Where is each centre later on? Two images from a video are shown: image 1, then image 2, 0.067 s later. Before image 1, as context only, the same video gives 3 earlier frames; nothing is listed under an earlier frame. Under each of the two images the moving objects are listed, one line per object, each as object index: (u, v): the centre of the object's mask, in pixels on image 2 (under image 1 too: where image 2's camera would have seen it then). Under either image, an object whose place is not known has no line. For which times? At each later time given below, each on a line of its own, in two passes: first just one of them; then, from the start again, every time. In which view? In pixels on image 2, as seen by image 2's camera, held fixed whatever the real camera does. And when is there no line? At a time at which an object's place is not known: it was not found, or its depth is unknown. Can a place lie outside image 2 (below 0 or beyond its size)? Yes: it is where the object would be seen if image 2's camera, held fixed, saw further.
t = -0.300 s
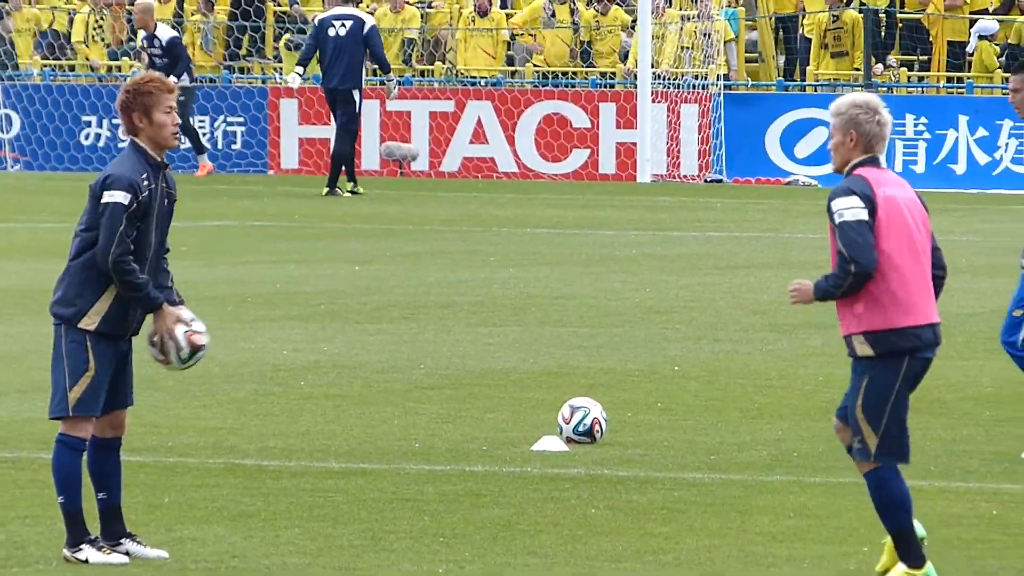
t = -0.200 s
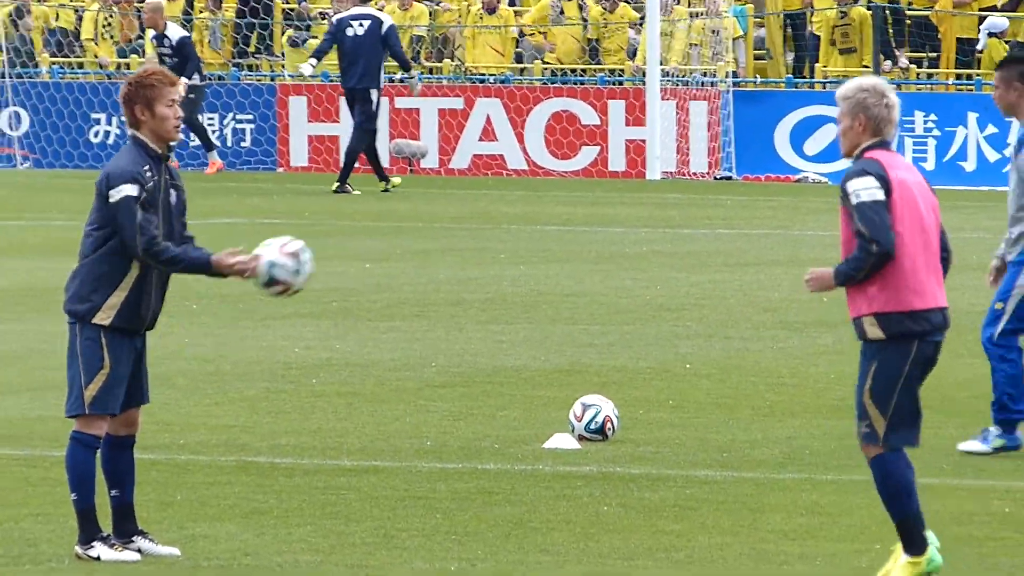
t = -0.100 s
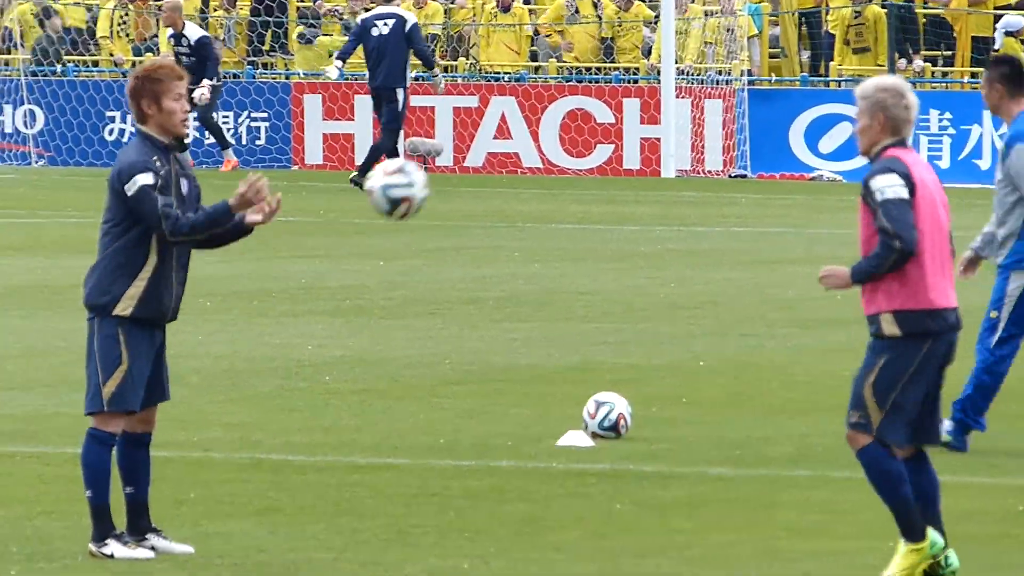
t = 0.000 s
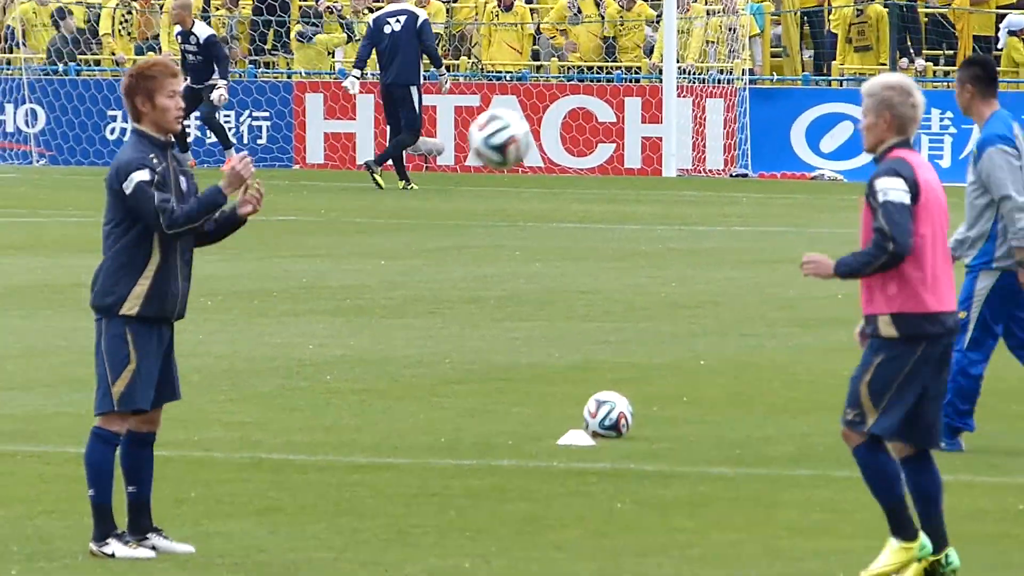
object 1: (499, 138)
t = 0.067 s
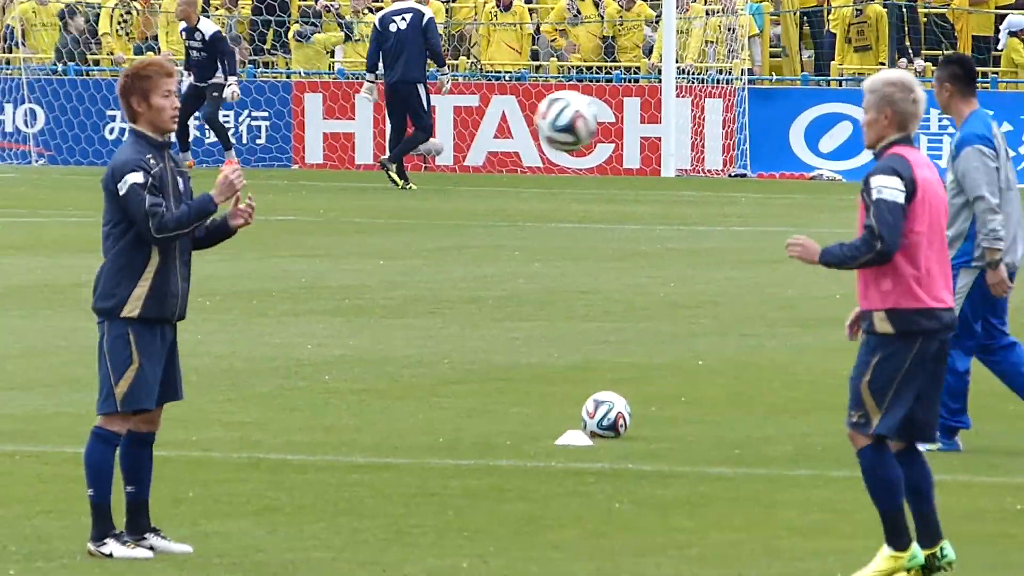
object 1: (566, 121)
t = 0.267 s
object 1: (772, 138)
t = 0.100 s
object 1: (599, 116)
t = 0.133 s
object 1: (635, 114)
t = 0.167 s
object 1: (670, 116)
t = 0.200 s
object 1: (704, 120)
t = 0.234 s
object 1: (738, 128)
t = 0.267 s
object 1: (772, 138)
